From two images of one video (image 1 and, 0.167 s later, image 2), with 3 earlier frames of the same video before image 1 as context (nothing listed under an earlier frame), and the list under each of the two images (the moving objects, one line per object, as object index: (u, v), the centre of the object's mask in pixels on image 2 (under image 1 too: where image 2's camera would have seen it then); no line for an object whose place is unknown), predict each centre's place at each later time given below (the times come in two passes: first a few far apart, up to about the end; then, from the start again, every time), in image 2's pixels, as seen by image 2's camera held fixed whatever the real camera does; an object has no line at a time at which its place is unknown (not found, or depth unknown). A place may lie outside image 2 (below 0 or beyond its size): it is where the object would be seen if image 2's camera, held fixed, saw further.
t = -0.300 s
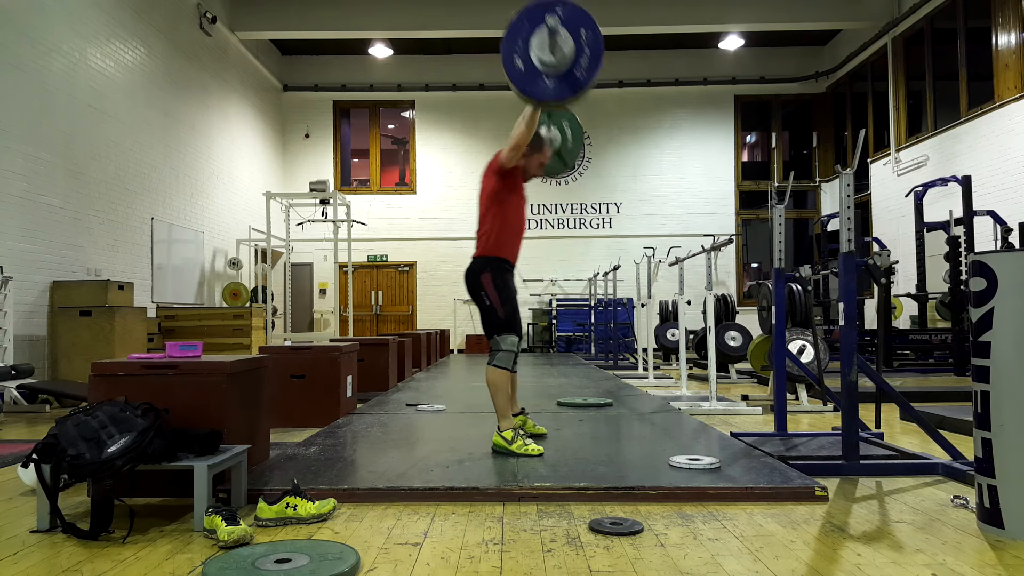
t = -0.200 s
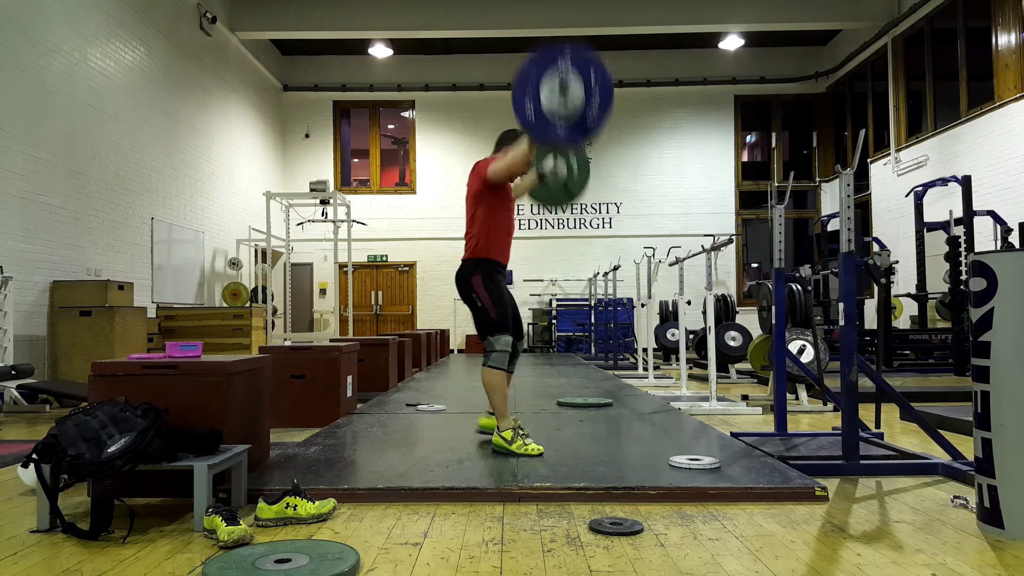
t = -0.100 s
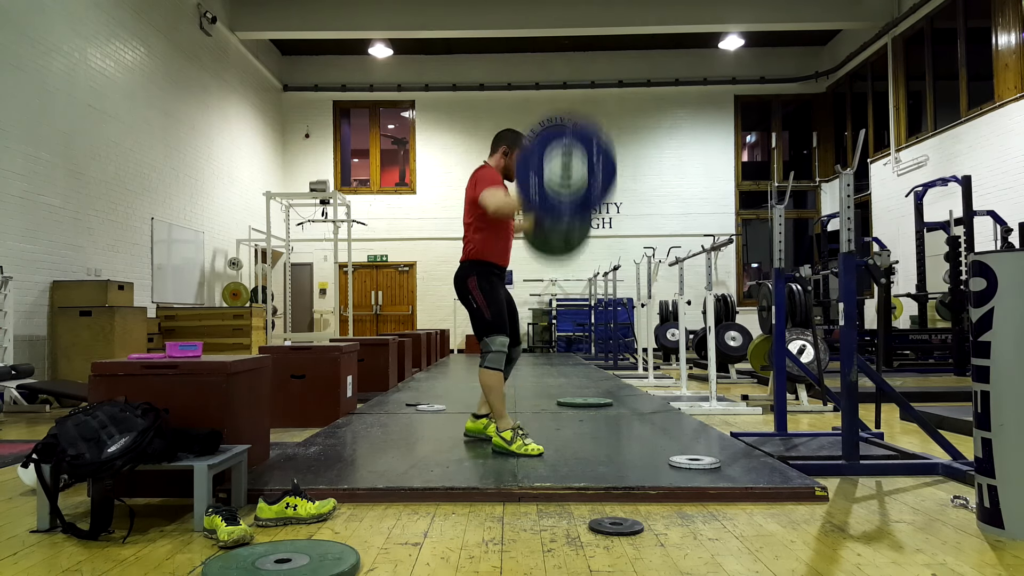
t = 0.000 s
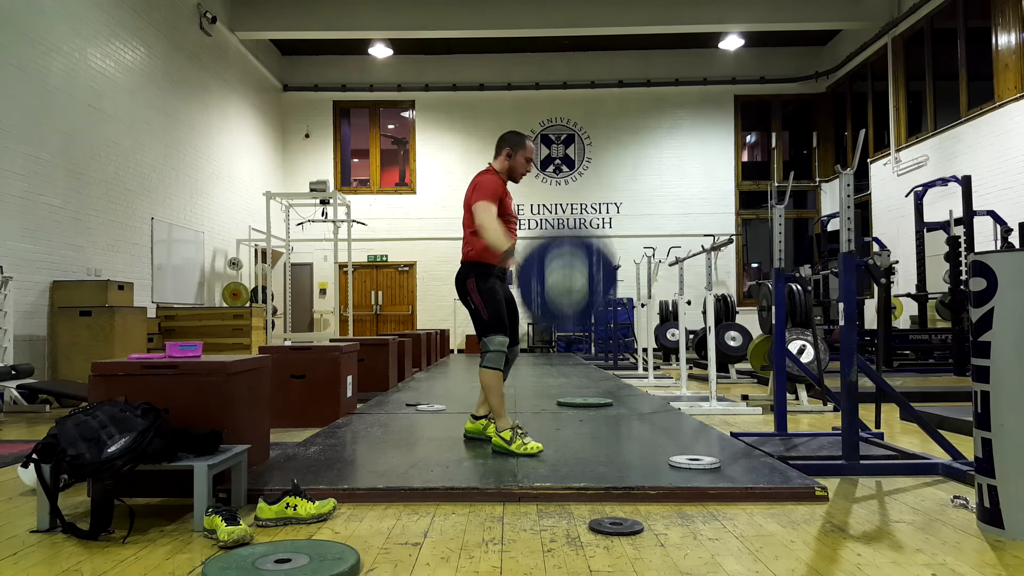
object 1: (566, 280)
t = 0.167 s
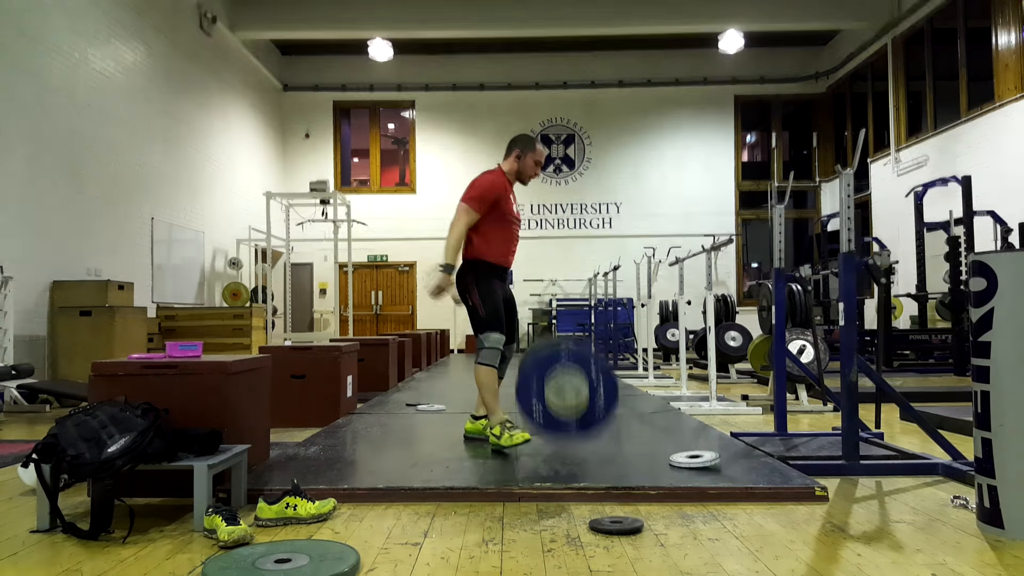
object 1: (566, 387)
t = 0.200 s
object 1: (566, 369)
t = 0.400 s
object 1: (561, 296)
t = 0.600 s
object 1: (557, 308)
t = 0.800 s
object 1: (554, 410)
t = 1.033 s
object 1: (551, 372)
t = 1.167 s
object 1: (550, 389)
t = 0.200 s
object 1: (566, 369)
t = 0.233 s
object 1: (565, 352)
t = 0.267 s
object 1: (563, 336)
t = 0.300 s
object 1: (563, 323)
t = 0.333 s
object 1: (563, 312)
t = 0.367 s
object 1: (562, 302)
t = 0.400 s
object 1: (561, 296)
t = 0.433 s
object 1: (560, 292)
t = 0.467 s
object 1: (559, 289)
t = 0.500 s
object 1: (559, 290)
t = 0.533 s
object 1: (558, 294)
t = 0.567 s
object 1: (557, 300)
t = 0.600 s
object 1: (557, 308)
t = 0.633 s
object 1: (556, 318)
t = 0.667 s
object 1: (556, 332)
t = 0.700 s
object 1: (555, 348)
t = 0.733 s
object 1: (556, 366)
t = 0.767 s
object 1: (555, 386)
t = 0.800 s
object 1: (554, 410)
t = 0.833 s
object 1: (555, 418)
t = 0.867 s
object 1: (552, 401)
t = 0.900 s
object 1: (552, 391)
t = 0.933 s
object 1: (552, 383)
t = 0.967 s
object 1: (552, 378)
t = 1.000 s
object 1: (551, 373)
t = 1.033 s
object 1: (551, 372)
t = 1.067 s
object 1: (550, 372)
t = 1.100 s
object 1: (550, 375)
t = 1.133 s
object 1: (550, 381)
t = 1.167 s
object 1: (550, 389)
